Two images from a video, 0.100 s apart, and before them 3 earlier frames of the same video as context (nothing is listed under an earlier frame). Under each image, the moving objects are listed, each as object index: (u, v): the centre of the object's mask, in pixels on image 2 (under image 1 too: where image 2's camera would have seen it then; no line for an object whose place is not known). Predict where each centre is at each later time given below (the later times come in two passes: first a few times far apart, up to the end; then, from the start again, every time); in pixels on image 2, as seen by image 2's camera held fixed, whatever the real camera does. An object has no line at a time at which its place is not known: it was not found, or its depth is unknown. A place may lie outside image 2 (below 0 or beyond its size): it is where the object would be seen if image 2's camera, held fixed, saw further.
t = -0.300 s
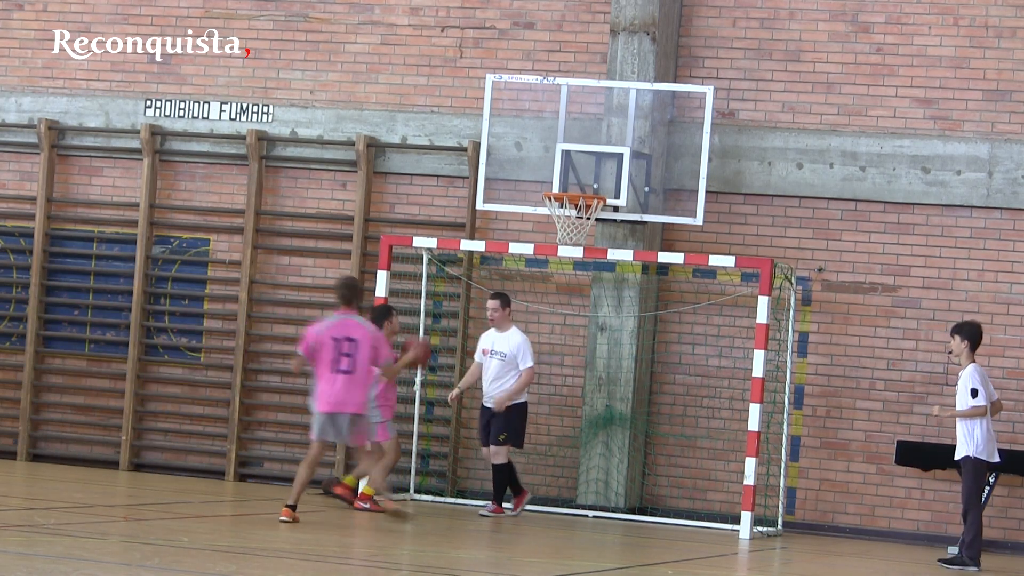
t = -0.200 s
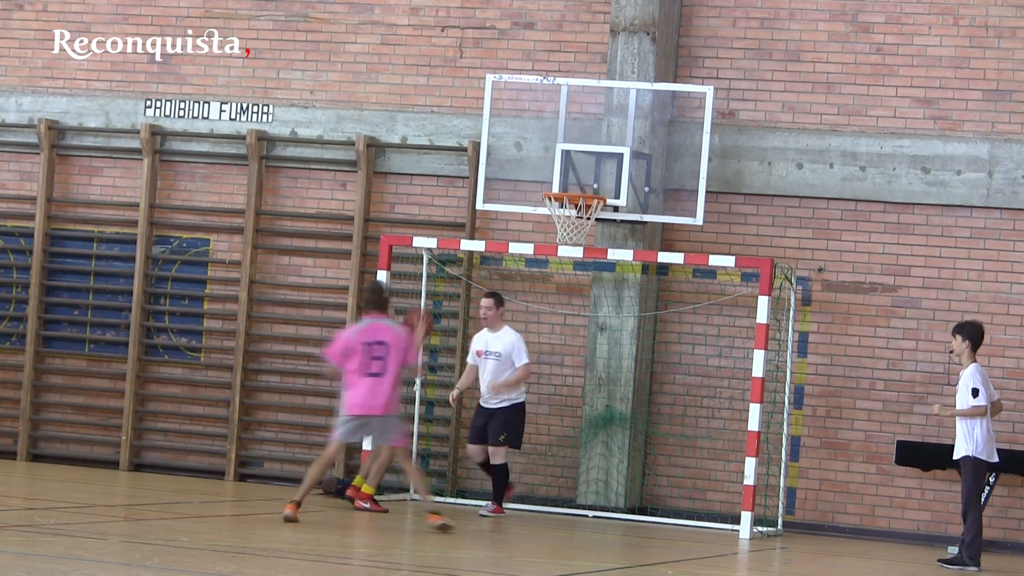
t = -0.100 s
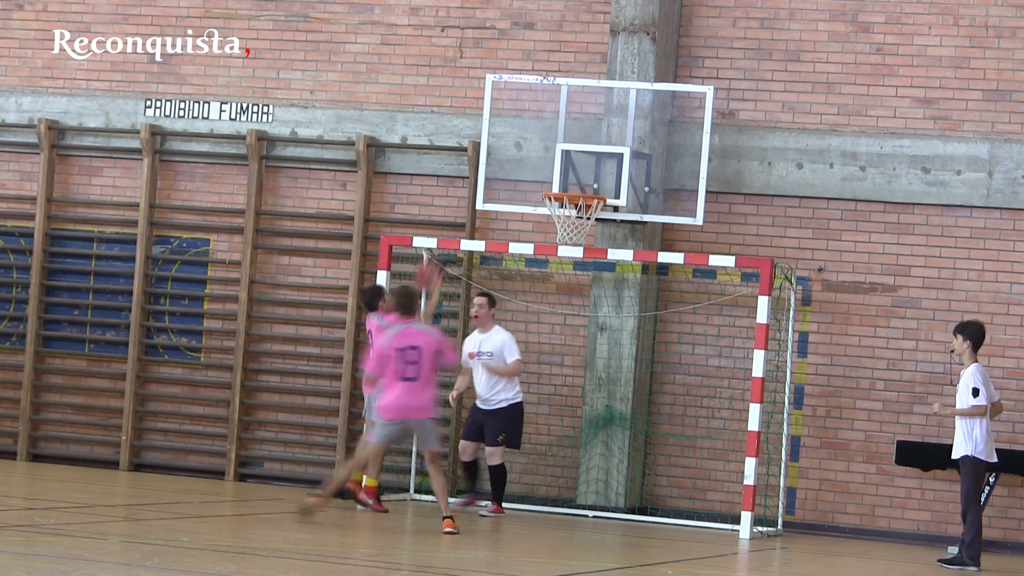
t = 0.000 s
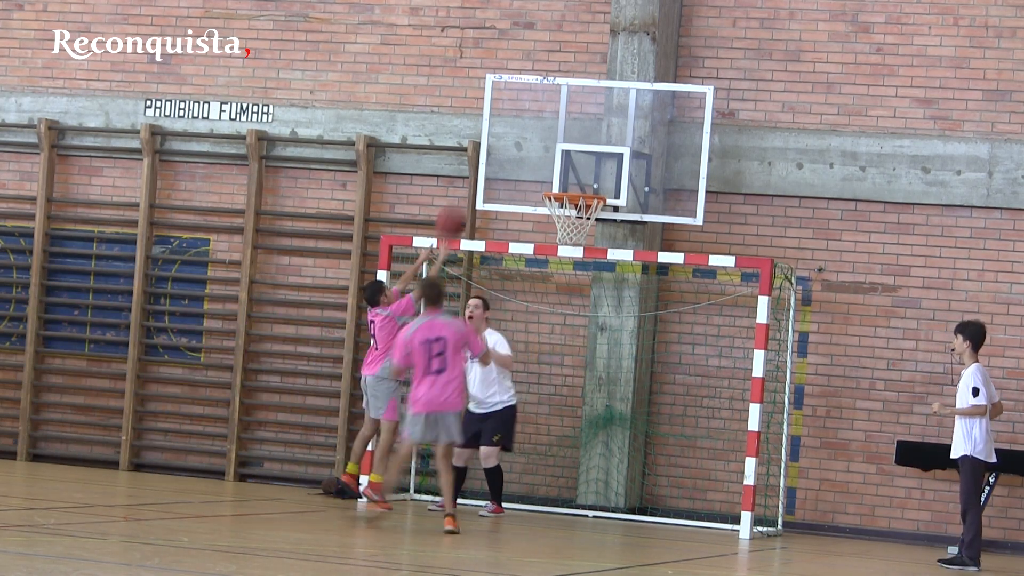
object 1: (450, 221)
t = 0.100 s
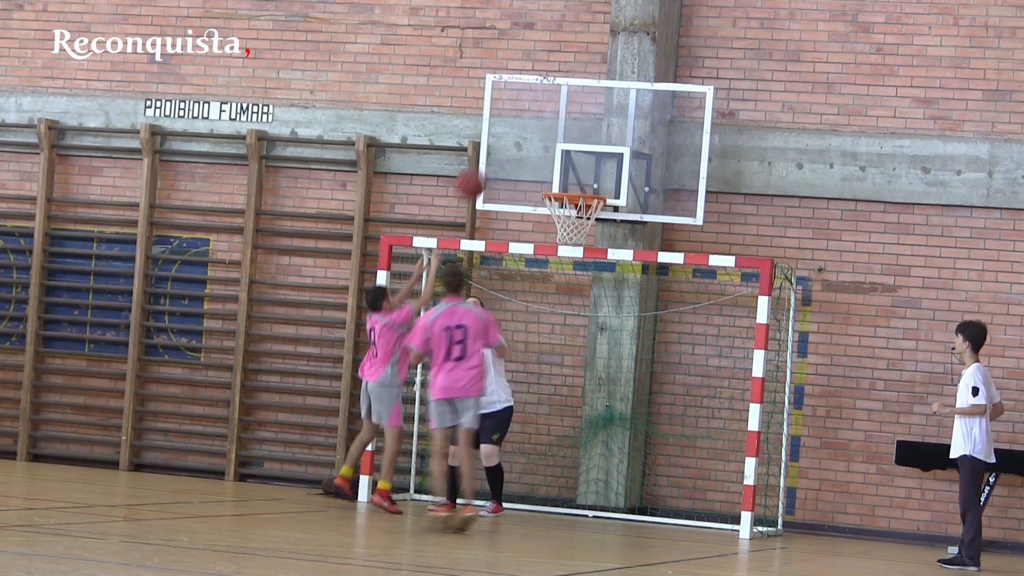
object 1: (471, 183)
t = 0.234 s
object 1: (495, 152)
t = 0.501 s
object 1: (538, 157)
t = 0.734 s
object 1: (576, 180)
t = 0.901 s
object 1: (578, 185)
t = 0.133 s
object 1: (476, 174)
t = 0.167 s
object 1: (483, 165)
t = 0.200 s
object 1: (490, 157)
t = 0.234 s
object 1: (495, 152)
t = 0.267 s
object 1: (501, 147)
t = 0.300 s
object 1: (507, 144)
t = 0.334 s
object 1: (512, 143)
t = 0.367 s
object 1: (517, 142)
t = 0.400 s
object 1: (523, 144)
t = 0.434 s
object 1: (527, 146)
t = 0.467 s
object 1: (533, 150)
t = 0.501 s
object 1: (538, 157)
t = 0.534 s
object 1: (542, 162)
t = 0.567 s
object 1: (547, 171)
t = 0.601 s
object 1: (552, 179)
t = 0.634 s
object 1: (558, 179)
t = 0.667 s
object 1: (565, 178)
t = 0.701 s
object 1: (571, 179)
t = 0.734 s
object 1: (576, 180)
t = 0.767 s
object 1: (583, 183)
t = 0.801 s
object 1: (589, 186)
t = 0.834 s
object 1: (589, 186)
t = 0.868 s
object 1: (583, 185)
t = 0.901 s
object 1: (578, 185)
